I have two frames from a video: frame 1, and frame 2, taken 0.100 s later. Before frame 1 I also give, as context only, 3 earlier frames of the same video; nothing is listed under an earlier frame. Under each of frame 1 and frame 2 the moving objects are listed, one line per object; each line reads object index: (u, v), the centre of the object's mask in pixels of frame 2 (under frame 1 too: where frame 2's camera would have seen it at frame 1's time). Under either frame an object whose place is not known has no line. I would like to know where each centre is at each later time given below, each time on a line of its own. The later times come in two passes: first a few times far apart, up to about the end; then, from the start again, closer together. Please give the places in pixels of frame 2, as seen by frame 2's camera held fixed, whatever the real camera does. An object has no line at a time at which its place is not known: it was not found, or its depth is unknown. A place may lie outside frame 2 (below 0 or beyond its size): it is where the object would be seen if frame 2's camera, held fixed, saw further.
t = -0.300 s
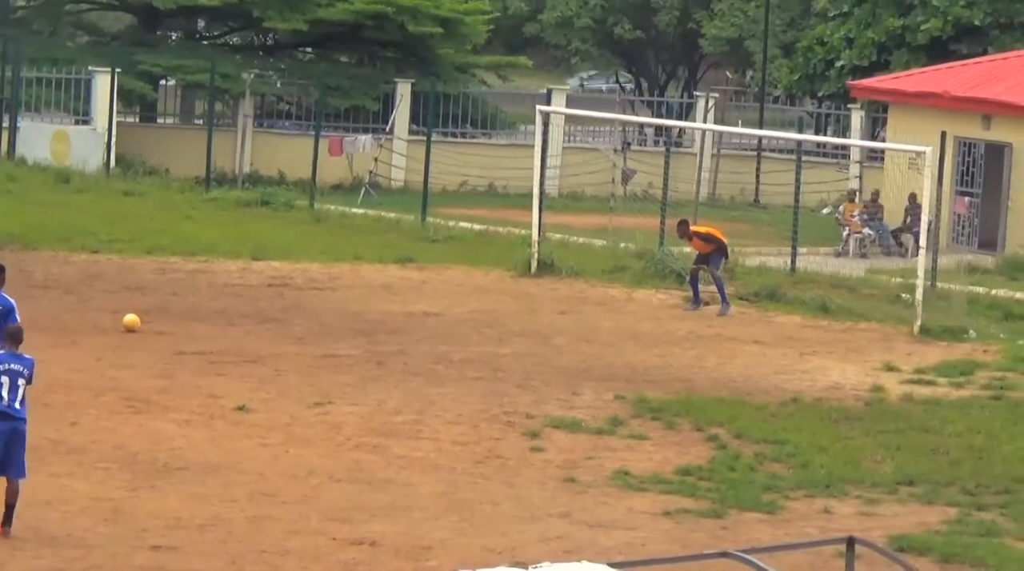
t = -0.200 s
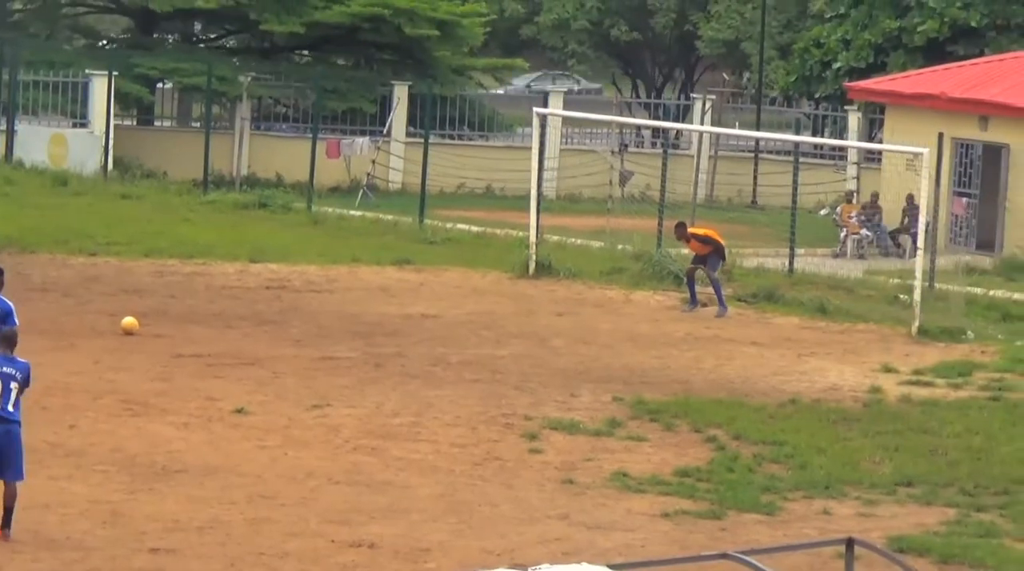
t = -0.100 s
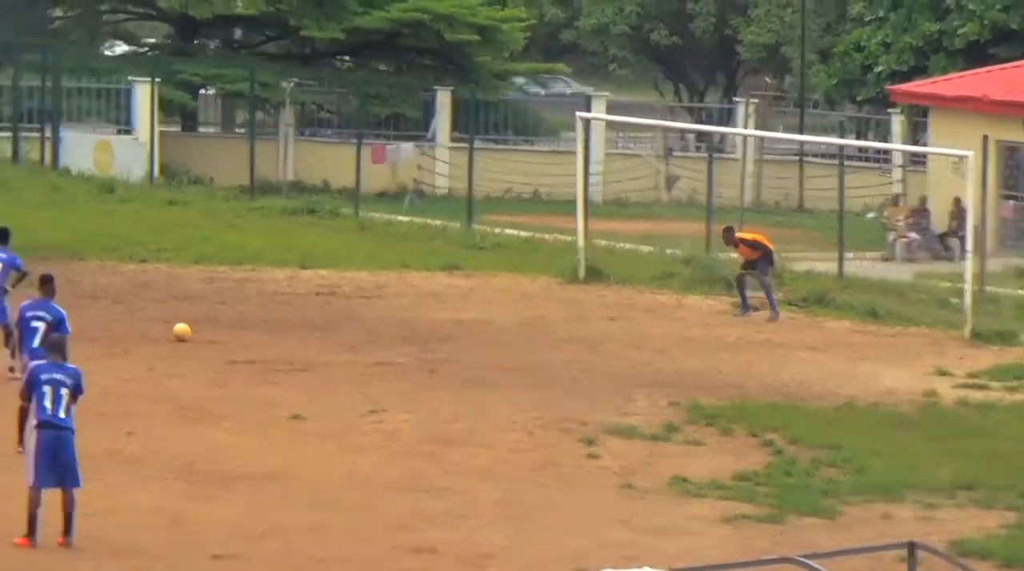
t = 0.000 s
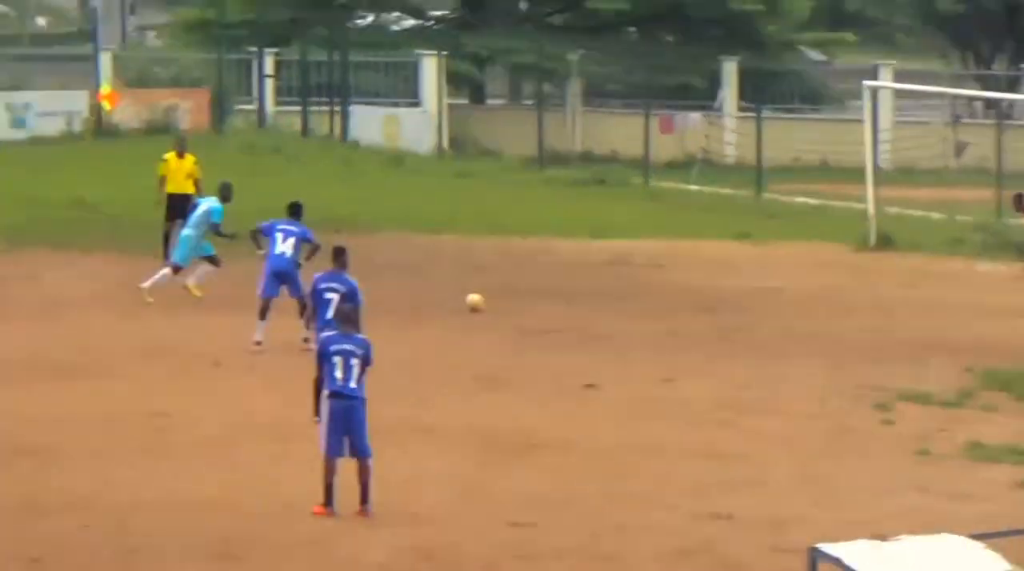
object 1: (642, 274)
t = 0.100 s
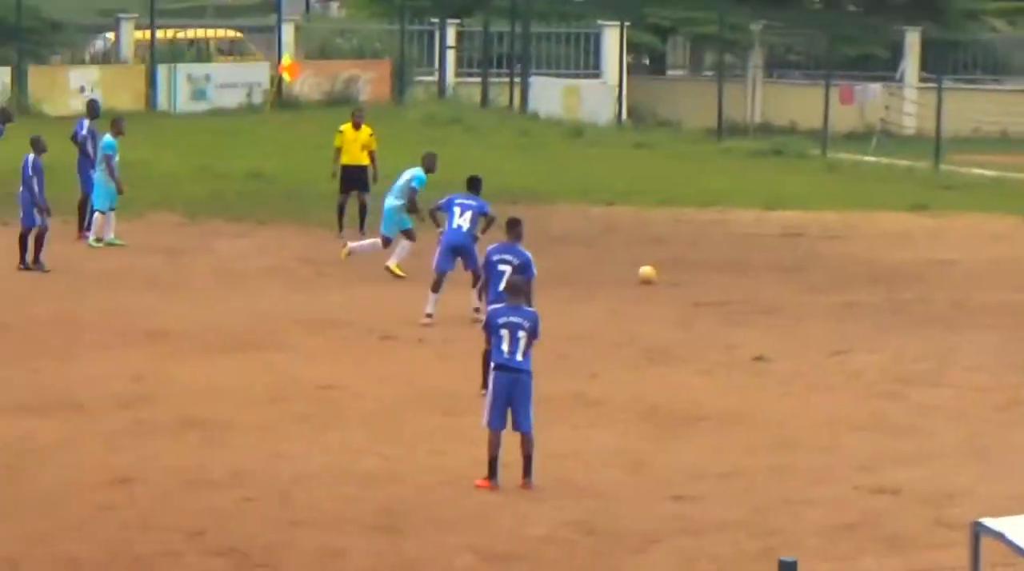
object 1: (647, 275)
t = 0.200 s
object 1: (648, 275)
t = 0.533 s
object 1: (661, 271)
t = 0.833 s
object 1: (724, 264)
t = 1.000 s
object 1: (902, 252)
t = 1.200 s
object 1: (1061, 224)
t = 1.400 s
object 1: (1176, 187)
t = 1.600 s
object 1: (1216, 133)
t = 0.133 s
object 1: (647, 275)
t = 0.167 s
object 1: (647, 275)
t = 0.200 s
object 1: (648, 275)
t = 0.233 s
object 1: (647, 275)
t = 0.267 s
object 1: (649, 275)
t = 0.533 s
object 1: (661, 271)
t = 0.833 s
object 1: (724, 264)
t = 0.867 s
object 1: (763, 262)
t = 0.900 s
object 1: (800, 260)
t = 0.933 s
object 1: (836, 256)
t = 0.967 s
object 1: (869, 253)
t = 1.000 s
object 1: (902, 252)
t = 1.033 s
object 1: (933, 248)
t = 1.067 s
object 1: (960, 240)
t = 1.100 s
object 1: (987, 234)
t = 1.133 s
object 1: (1012, 229)
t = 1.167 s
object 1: (1038, 226)
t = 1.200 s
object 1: (1061, 224)
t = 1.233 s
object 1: (1086, 222)
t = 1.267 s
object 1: (1109, 223)
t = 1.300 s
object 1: (1130, 223)
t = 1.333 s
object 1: (1146, 210)
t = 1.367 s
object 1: (1162, 197)
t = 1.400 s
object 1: (1176, 187)
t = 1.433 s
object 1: (1190, 178)
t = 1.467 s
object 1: (1200, 168)
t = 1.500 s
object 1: (1206, 158)
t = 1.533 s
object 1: (1211, 149)
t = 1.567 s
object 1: (1214, 141)
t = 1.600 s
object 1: (1216, 133)
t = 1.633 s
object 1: (1216, 127)
